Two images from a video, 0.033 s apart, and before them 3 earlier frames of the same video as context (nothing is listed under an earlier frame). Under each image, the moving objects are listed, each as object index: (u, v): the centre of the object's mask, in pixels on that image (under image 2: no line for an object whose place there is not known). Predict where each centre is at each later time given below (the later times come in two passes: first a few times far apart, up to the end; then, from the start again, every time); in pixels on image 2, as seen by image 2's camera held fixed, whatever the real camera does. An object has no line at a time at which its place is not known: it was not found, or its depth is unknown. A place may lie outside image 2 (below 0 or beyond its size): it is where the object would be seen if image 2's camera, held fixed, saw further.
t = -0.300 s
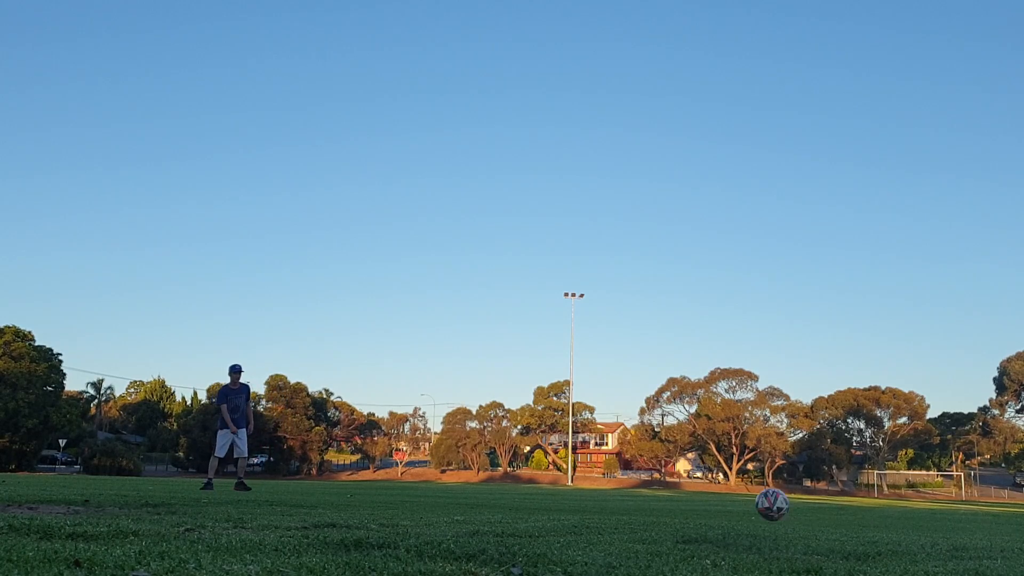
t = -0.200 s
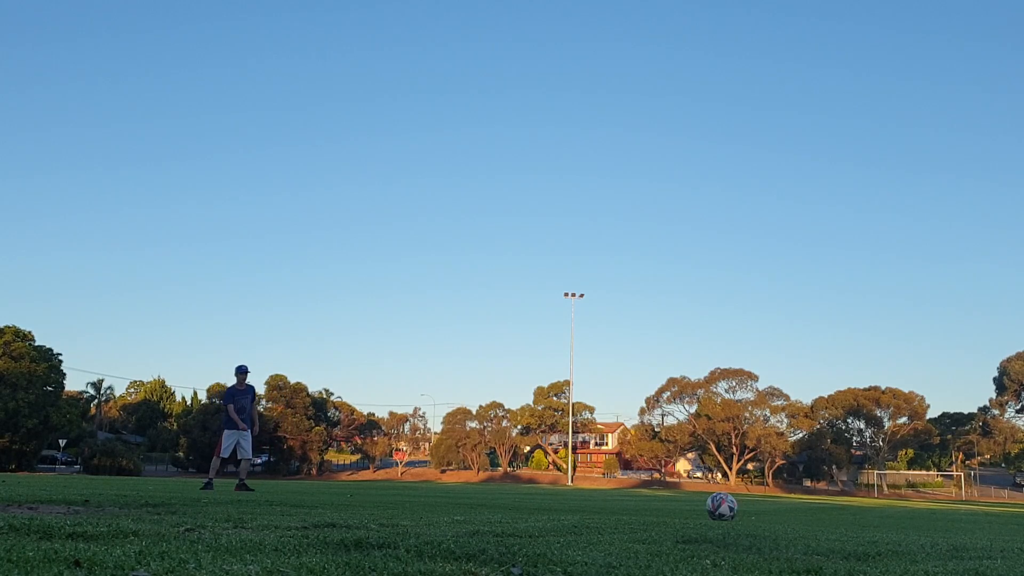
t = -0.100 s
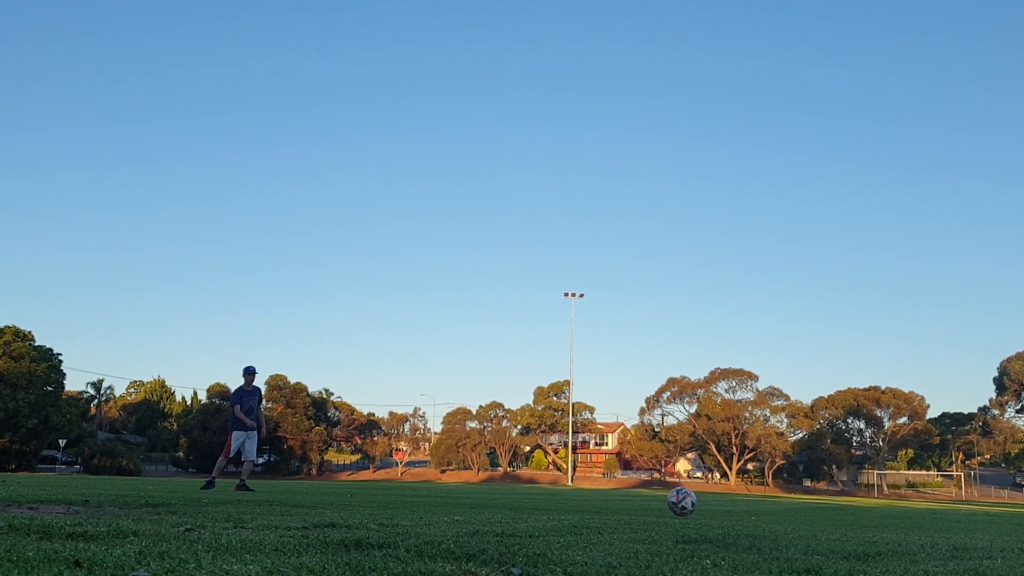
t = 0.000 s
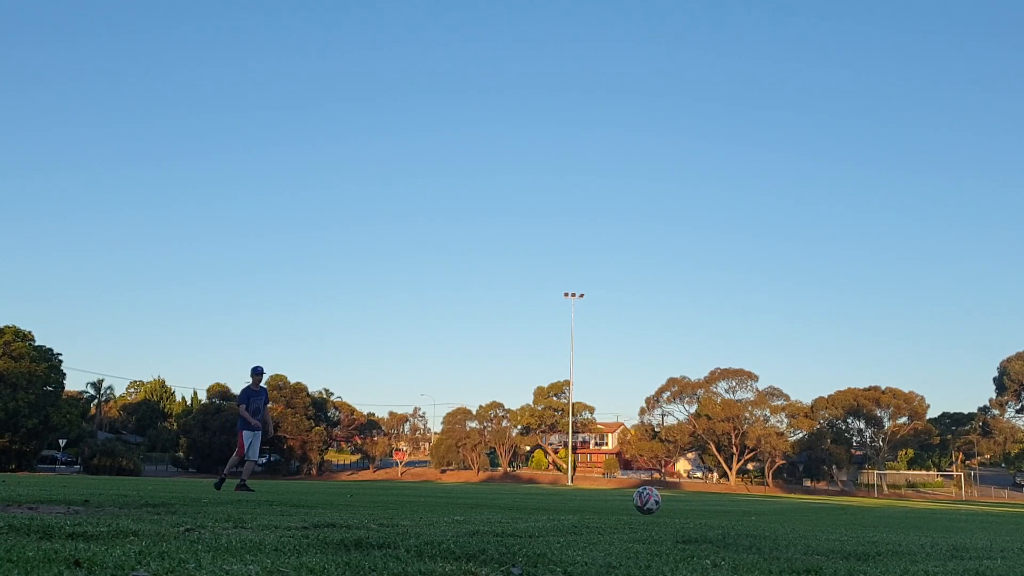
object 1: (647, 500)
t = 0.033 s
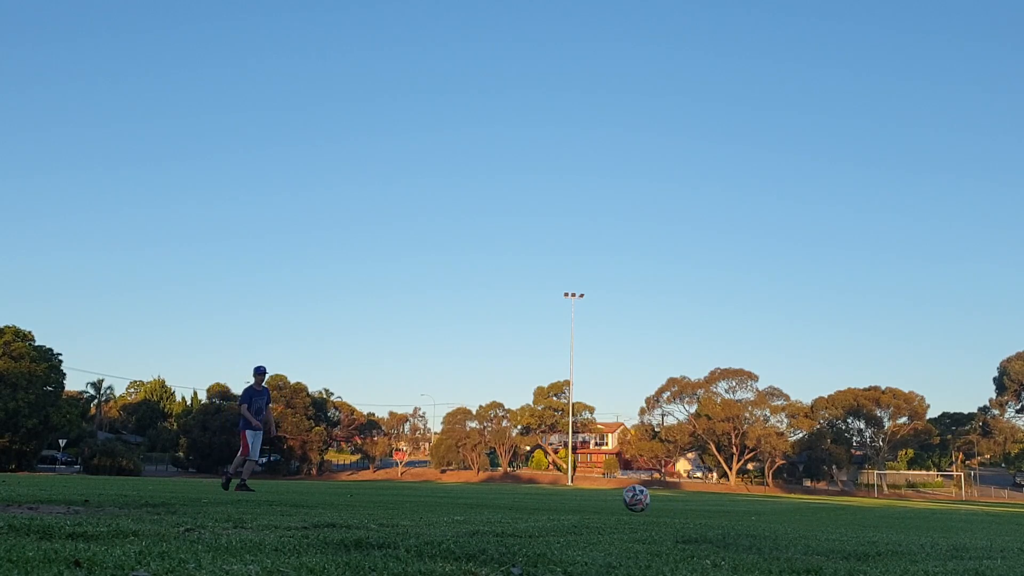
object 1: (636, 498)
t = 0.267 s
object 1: (571, 499)
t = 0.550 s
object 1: (513, 492)
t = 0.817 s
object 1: (471, 493)
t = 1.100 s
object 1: (437, 491)
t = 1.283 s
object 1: (420, 491)
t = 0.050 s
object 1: (631, 498)
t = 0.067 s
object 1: (626, 498)
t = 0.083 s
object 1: (620, 499)
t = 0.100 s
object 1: (616, 500)
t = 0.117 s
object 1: (611, 501)
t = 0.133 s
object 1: (606, 502)
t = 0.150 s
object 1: (602, 501)
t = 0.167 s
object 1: (597, 499)
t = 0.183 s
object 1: (593, 499)
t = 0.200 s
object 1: (588, 498)
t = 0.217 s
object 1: (584, 498)
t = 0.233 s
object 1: (580, 498)
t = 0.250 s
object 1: (575, 499)
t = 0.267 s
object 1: (571, 499)
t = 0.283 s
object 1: (567, 500)
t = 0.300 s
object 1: (563, 499)
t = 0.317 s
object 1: (560, 497)
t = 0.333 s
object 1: (556, 496)
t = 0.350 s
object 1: (552, 495)
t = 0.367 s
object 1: (548, 494)
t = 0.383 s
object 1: (545, 495)
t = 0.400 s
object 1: (541, 495)
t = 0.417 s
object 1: (538, 496)
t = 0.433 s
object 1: (534, 497)
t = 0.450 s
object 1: (531, 496)
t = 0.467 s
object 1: (528, 495)
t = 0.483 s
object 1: (525, 494)
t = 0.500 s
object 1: (522, 492)
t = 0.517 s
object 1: (519, 492)
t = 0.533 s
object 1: (516, 492)
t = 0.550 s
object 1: (513, 492)
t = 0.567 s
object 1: (509, 493)
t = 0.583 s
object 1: (507, 493)
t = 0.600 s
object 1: (504, 494)
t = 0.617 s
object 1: (501, 495)
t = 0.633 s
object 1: (498, 494)
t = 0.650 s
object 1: (496, 494)
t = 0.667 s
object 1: (493, 493)
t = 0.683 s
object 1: (490, 493)
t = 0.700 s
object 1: (488, 493)
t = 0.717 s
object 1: (485, 493)
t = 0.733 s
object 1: (483, 493)
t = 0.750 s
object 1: (480, 494)
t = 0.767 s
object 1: (478, 493)
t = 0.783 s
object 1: (475, 493)
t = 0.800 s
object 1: (473, 493)
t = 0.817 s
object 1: (471, 493)
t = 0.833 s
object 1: (469, 493)
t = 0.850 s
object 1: (466, 493)
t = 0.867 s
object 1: (464, 493)
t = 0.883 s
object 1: (462, 493)
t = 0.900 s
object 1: (460, 493)
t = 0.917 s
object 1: (457, 493)
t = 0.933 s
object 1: (455, 493)
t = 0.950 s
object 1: (453, 493)
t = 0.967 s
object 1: (452, 493)
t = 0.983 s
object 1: (450, 492)
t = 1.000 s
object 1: (448, 492)
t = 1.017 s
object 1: (446, 492)
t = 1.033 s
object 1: (444, 492)
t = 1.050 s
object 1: (442, 492)
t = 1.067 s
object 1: (441, 492)
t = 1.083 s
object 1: (439, 492)
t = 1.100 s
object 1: (437, 491)
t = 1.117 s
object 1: (435, 491)
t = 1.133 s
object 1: (434, 491)
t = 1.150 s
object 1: (432, 491)
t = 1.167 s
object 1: (430, 491)
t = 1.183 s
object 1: (429, 491)
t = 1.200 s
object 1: (427, 491)
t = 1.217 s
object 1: (426, 490)
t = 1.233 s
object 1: (424, 490)
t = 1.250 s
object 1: (423, 490)
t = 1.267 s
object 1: (421, 490)
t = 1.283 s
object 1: (420, 491)
